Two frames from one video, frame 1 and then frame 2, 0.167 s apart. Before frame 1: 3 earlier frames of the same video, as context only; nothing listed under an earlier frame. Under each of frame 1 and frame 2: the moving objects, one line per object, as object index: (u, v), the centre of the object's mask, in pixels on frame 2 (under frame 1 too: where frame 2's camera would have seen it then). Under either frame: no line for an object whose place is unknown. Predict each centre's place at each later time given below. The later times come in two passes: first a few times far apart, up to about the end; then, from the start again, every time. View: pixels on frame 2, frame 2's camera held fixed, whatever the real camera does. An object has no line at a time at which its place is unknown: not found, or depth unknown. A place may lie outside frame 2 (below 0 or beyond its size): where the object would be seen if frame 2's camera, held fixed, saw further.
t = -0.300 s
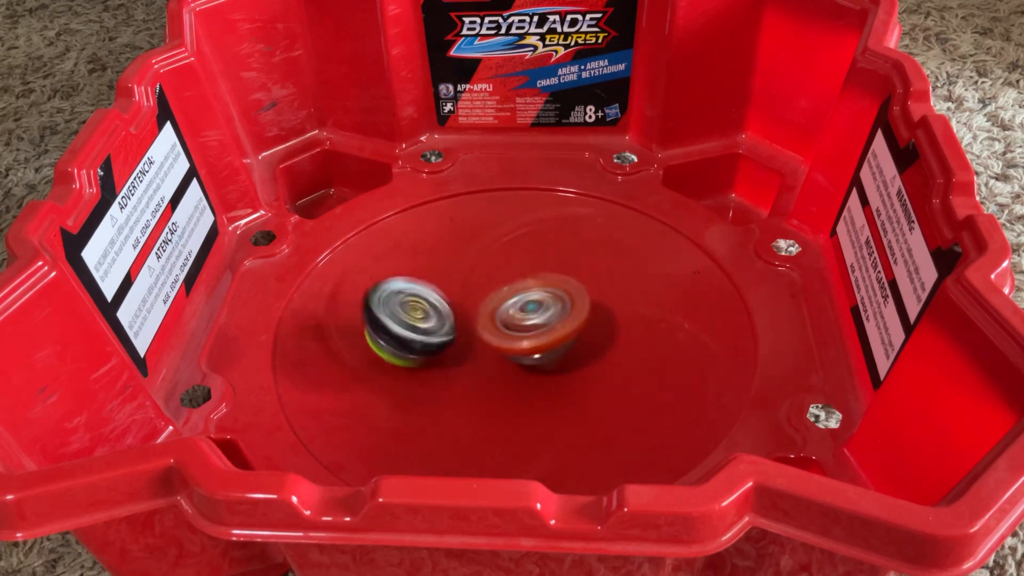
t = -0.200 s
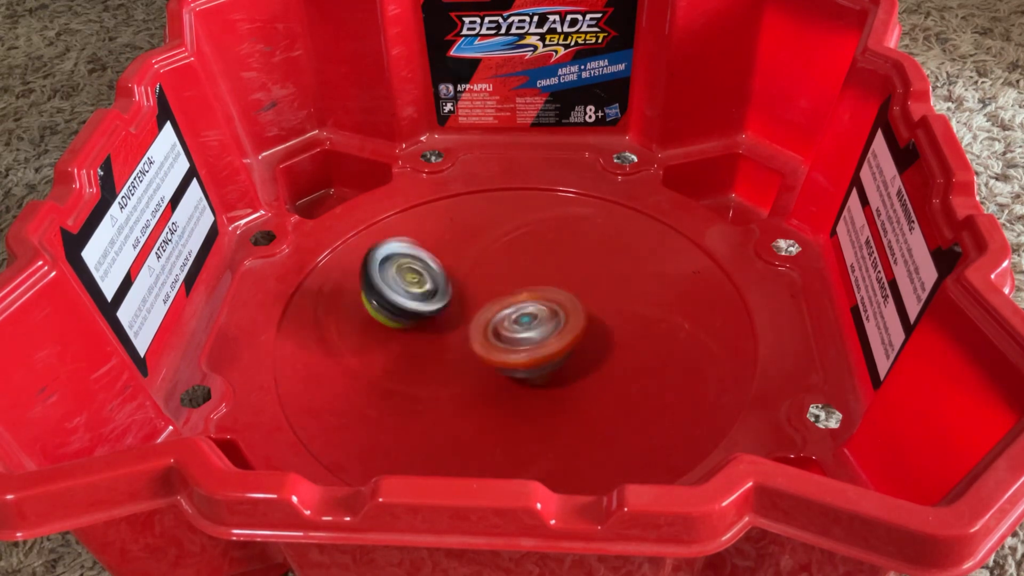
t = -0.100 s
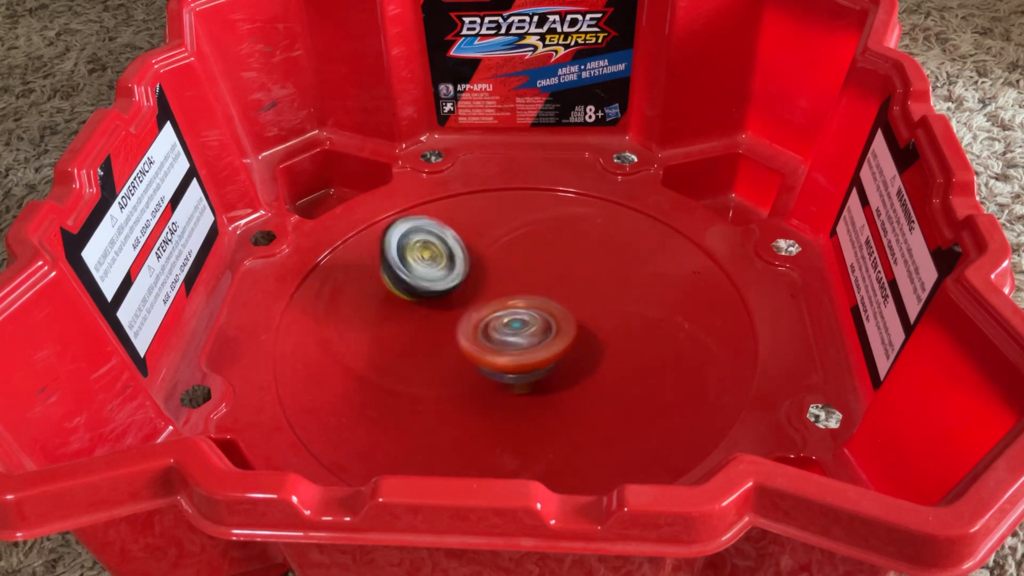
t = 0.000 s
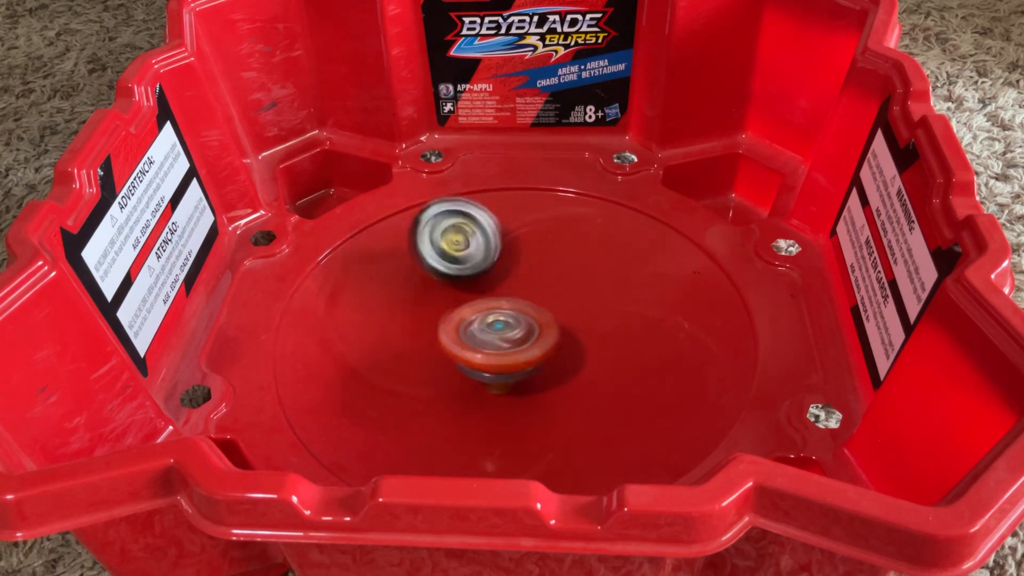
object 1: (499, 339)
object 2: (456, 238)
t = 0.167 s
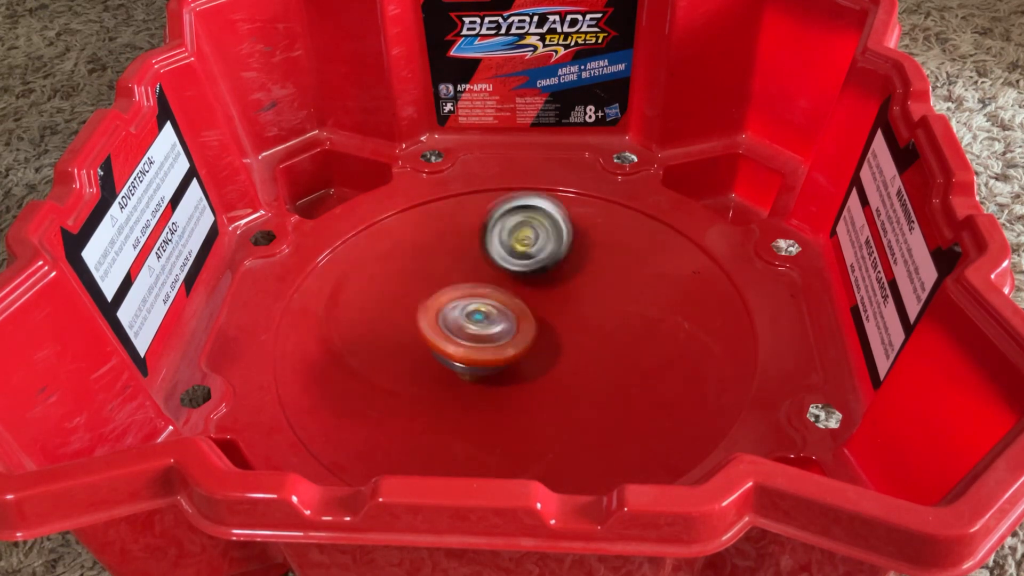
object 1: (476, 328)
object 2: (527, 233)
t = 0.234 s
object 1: (473, 320)
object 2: (557, 243)
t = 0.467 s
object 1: (489, 296)
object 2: (629, 306)
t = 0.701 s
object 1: (525, 293)
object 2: (594, 383)
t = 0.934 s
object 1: (544, 313)
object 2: (462, 390)
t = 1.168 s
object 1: (525, 336)
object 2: (402, 316)
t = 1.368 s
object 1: (494, 328)
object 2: (445, 251)
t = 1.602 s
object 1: (484, 305)
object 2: (541, 238)
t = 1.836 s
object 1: (510, 289)
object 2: (616, 303)
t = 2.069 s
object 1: (541, 296)
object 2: (569, 381)
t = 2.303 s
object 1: (540, 319)
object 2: (448, 383)
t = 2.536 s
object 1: (507, 333)
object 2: (413, 308)
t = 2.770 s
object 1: (480, 313)
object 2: (492, 244)
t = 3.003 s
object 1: (492, 290)
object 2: (587, 268)
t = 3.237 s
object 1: (524, 288)
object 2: (602, 343)
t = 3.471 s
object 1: (543, 292)
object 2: (495, 396)
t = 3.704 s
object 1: (542, 317)
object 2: (423, 333)
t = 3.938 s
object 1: (525, 336)
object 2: (452, 265)
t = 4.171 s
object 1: (501, 330)
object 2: (526, 249)
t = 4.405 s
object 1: (471, 320)
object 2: (594, 289)
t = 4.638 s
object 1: (478, 310)
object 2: (619, 328)
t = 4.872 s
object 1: (499, 285)
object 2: (621, 337)
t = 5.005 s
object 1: (500, 282)
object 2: (618, 337)
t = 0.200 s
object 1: (474, 324)
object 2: (541, 238)
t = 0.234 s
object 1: (473, 320)
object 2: (557, 243)
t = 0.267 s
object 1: (472, 317)
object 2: (568, 248)
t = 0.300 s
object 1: (473, 311)
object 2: (582, 254)
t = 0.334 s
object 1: (475, 308)
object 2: (596, 261)
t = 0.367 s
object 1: (478, 305)
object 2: (607, 270)
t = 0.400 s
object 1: (481, 301)
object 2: (616, 281)
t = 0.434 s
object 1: (485, 299)
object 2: (623, 294)
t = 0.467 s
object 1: (489, 296)
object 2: (629, 306)
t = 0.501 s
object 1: (493, 294)
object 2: (631, 320)
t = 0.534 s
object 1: (499, 293)
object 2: (632, 331)
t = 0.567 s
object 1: (503, 292)
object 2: (629, 344)
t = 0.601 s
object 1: (509, 292)
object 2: (625, 355)
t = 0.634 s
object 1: (514, 291)
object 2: (617, 365)
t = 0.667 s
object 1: (520, 292)
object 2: (607, 375)
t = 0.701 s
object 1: (525, 293)
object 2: (594, 383)
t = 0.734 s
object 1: (529, 295)
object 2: (578, 391)
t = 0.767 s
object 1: (534, 297)
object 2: (561, 396)
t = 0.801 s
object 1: (537, 300)
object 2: (542, 398)
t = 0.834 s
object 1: (540, 302)
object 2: (521, 400)
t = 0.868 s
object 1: (542, 306)
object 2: (500, 400)
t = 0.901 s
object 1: (544, 310)
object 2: (481, 396)
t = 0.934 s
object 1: (544, 313)
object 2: (462, 390)
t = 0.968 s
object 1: (545, 318)
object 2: (447, 382)
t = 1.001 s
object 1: (543, 322)
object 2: (430, 375)
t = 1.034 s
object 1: (541, 326)
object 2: (420, 363)
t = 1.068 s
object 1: (538, 330)
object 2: (411, 353)
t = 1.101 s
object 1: (534, 332)
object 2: (406, 340)
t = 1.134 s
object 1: (529, 335)
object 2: (402, 328)
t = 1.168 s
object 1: (525, 336)
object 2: (402, 316)
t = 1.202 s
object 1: (519, 337)
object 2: (402, 302)
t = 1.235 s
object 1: (513, 338)
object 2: (406, 291)
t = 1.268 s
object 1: (507, 337)
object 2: (412, 279)
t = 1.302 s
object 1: (502, 332)
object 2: (422, 269)
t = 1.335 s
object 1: (497, 334)
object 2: (432, 258)
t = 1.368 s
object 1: (494, 328)
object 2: (445, 251)
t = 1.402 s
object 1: (489, 328)
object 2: (458, 244)
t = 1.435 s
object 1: (486, 326)
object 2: (472, 239)
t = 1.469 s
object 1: (484, 322)
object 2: (483, 237)
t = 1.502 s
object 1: (483, 316)
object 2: (498, 235)
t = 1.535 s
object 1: (483, 312)
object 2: (511, 232)
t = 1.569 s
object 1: (482, 310)
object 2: (527, 236)
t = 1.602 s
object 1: (484, 305)
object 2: (541, 238)
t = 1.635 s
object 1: (486, 302)
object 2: (557, 243)
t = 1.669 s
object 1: (489, 298)
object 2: (569, 250)
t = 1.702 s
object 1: (493, 296)
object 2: (583, 258)
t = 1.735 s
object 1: (496, 293)
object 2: (594, 269)
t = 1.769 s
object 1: (501, 291)
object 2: (604, 280)
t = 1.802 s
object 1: (505, 289)
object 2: (611, 292)
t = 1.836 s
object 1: (510, 289)
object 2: (616, 303)
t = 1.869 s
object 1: (515, 288)
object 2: (619, 315)
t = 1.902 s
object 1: (521, 289)
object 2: (618, 326)
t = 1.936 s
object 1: (525, 289)
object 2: (614, 338)
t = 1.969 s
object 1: (530, 290)
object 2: (608, 350)
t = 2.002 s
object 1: (534, 292)
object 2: (597, 362)
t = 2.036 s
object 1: (537, 294)
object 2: (584, 373)
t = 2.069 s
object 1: (541, 296)
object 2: (569, 381)
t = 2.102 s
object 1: (543, 299)
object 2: (552, 391)
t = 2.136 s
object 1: (545, 302)
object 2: (534, 394)
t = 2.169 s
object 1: (546, 306)
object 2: (515, 397)
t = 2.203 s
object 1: (546, 310)
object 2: (497, 397)
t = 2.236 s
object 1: (545, 313)
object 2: (480, 395)
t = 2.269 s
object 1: (544, 316)
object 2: (463, 391)
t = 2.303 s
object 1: (540, 319)
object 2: (448, 383)
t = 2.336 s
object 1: (538, 326)
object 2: (435, 375)
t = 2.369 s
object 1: (533, 328)
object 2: (425, 364)
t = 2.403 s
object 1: (529, 330)
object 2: (415, 354)
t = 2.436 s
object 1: (524, 332)
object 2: (411, 343)
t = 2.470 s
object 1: (519, 333)
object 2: (408, 331)
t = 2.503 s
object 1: (513, 333)
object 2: (410, 320)
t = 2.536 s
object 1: (507, 333)
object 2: (413, 308)
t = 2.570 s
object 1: (502, 331)
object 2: (417, 293)
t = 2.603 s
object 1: (496, 330)
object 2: (424, 281)
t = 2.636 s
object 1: (491, 327)
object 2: (432, 269)
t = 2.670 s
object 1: (487, 325)
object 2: (446, 262)
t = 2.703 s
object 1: (483, 321)
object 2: (460, 254)
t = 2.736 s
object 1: (481, 318)
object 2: (477, 248)
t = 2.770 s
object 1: (480, 313)
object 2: (492, 244)
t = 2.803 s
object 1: (479, 310)
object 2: (505, 241)
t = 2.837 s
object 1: (479, 306)
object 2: (522, 244)
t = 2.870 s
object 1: (480, 302)
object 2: (534, 245)
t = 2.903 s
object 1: (482, 299)
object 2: (552, 248)
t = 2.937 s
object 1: (485, 295)
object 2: (565, 252)
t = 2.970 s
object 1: (488, 293)
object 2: (576, 258)
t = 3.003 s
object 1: (492, 290)
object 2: (587, 268)
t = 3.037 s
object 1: (496, 288)
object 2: (595, 279)
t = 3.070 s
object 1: (500, 287)
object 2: (604, 288)
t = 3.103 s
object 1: (505, 286)
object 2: (609, 297)
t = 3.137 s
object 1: (511, 286)
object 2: (610, 309)
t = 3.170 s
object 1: (515, 286)
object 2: (610, 321)
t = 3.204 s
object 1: (521, 287)
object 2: (607, 334)
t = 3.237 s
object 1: (524, 288)
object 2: (602, 343)
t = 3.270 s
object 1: (529, 290)
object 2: (593, 353)
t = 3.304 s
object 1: (531, 291)
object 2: (580, 366)
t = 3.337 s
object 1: (535, 287)
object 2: (566, 380)
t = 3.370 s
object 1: (538, 288)
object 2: (550, 389)
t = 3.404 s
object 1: (542, 289)
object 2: (531, 395)
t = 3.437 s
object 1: (543, 292)
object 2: (513, 395)
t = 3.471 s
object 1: (543, 292)
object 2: (495, 396)
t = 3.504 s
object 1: (545, 296)
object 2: (480, 394)
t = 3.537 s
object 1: (544, 298)
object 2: (464, 387)
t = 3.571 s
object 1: (545, 302)
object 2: (453, 381)
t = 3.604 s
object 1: (543, 305)
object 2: (444, 369)
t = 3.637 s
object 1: (543, 309)
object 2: (433, 359)
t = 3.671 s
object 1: (542, 313)
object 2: (428, 347)
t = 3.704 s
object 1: (542, 317)
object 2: (423, 333)
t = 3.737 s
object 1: (538, 321)
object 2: (421, 321)
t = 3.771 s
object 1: (536, 325)
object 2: (422, 309)
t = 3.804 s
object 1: (532, 329)
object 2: (422, 296)
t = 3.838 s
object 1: (529, 331)
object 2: (429, 287)
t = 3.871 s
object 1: (528, 334)
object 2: (434, 278)
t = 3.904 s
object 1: (526, 335)
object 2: (444, 270)
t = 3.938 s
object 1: (525, 336)
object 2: (452, 265)
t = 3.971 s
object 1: (523, 336)
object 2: (464, 259)
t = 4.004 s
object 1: (523, 336)
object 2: (473, 257)
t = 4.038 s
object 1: (518, 334)
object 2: (484, 251)
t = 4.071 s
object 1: (518, 333)
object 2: (495, 250)
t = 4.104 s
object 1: (514, 333)
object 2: (504, 248)
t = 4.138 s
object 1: (508, 331)
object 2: (516, 246)
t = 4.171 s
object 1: (501, 330)
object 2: (526, 249)
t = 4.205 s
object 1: (493, 328)
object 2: (537, 252)
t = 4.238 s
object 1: (488, 325)
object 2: (548, 256)
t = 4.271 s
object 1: (481, 323)
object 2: (556, 262)
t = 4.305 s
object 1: (478, 322)
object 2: (566, 267)
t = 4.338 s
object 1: (474, 320)
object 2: (577, 272)
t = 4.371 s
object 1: (474, 320)
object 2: (586, 281)
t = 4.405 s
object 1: (471, 320)
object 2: (594, 289)
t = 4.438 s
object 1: (472, 319)
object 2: (600, 295)
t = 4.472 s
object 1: (470, 318)
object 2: (606, 302)
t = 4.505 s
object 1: (473, 317)
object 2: (610, 307)
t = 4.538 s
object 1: (474, 317)
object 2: (616, 312)
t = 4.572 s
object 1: (475, 315)
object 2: (619, 318)
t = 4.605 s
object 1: (479, 312)
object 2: (619, 323)
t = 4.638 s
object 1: (478, 310)
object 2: (619, 328)
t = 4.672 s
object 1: (481, 306)
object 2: (619, 333)
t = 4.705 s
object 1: (483, 300)
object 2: (619, 337)
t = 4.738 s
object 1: (488, 297)
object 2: (619, 339)
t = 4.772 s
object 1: (491, 294)
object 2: (619, 339)
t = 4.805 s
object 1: (495, 289)
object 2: (620, 339)
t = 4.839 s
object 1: (499, 287)
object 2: (620, 337)
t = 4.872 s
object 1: (499, 285)
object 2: (621, 337)
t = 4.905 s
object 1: (499, 283)
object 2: (622, 335)
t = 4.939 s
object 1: (500, 282)
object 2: (621, 335)
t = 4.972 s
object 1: (503, 282)
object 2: (620, 336)
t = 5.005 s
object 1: (500, 282)
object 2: (618, 337)
